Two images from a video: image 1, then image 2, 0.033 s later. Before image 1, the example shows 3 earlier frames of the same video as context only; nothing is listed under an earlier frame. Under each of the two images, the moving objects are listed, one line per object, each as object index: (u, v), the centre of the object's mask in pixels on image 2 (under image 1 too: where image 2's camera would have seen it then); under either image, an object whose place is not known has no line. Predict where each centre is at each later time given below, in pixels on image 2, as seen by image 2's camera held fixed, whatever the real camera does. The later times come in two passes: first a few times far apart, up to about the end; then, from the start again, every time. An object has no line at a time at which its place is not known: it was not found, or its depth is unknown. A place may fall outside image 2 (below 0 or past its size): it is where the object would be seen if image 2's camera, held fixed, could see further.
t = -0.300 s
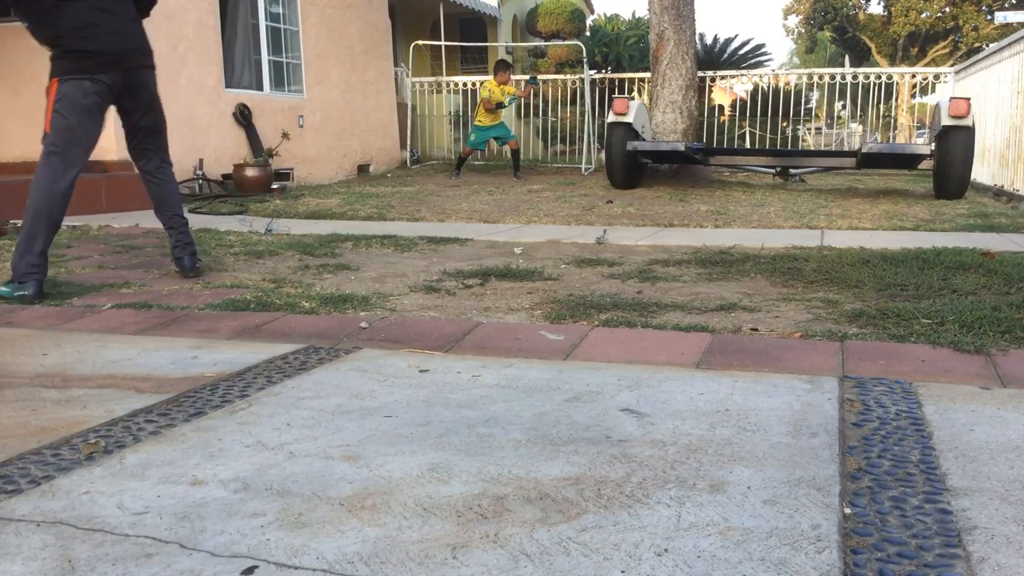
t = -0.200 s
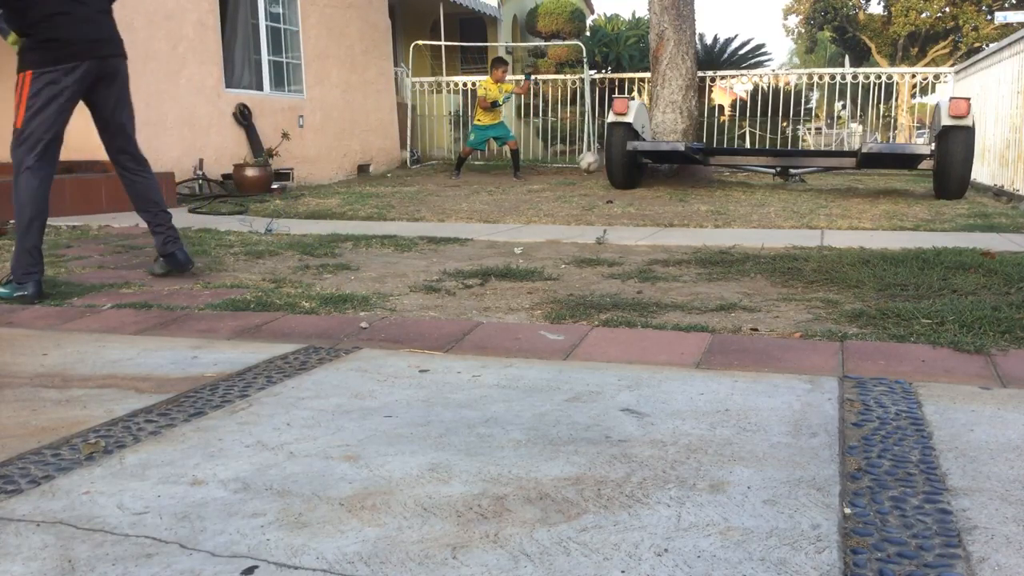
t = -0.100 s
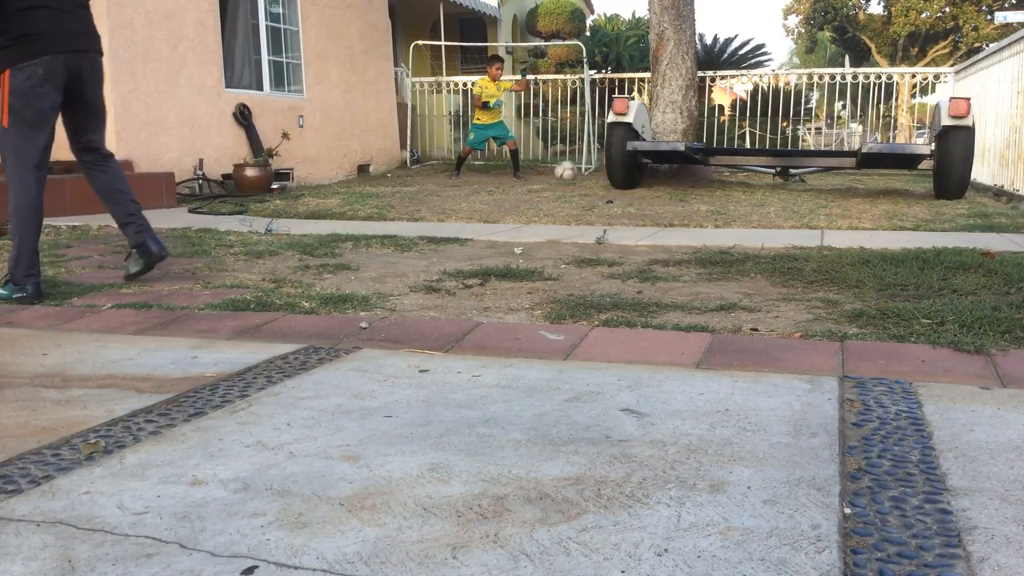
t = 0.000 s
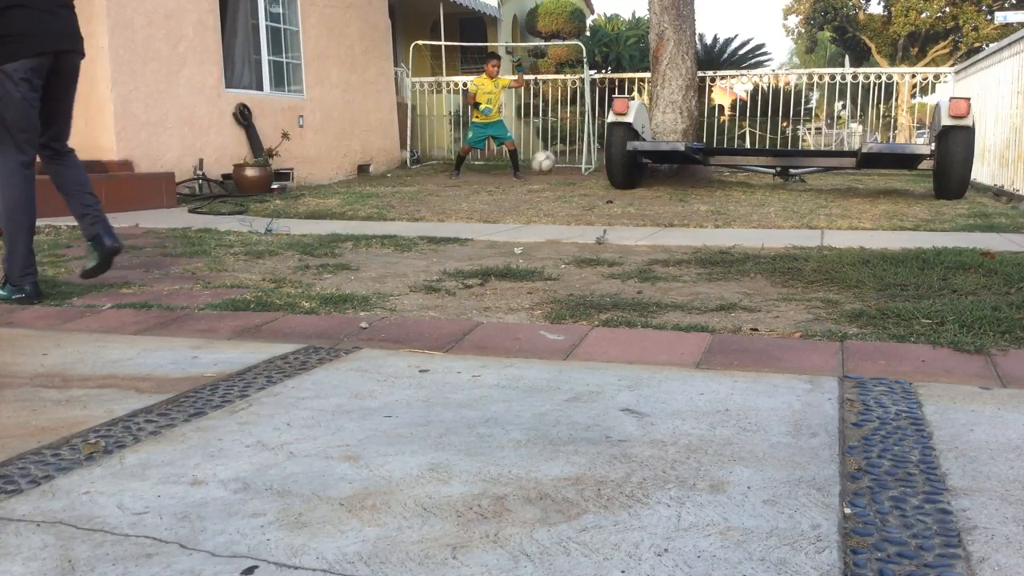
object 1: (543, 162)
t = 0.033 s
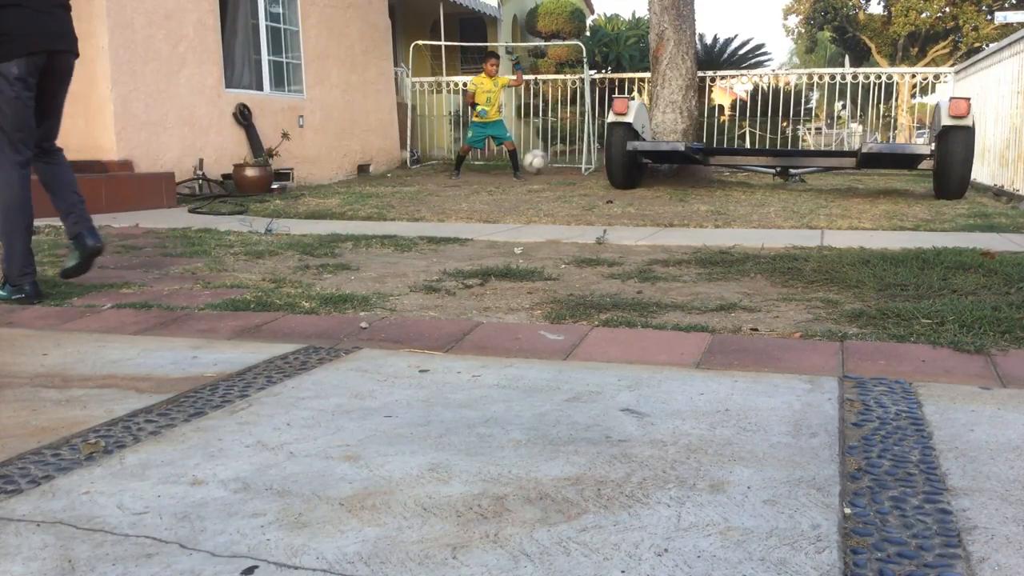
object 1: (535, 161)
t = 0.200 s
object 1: (492, 178)
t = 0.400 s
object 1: (434, 173)
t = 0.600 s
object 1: (361, 207)
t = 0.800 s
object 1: (282, 192)
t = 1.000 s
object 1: (229, 173)
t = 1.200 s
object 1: (165, 235)
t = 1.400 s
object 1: (58, 237)
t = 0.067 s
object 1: (526, 161)
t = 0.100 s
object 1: (518, 164)
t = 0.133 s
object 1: (510, 166)
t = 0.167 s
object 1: (501, 171)
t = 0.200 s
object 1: (492, 178)
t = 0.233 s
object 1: (483, 176)
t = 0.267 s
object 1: (473, 171)
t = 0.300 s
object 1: (464, 169)
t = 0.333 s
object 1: (454, 169)
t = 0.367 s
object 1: (444, 170)
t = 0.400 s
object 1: (434, 173)
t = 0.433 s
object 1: (422, 176)
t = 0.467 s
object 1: (412, 183)
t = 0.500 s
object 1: (399, 191)
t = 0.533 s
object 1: (387, 202)
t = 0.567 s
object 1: (375, 205)
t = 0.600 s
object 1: (361, 207)
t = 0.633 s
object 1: (347, 207)
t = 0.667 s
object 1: (333, 209)
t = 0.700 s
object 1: (316, 211)
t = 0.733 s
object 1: (300, 208)
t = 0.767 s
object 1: (289, 200)
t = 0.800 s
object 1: (282, 192)
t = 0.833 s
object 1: (274, 184)
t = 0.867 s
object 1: (265, 178)
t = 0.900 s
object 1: (257, 173)
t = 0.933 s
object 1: (249, 172)
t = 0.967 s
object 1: (239, 170)
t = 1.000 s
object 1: (229, 173)
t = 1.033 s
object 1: (219, 178)
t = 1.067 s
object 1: (210, 186)
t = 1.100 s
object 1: (200, 197)
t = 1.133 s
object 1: (189, 210)
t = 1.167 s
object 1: (178, 228)
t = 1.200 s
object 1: (165, 235)
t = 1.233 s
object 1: (147, 229)
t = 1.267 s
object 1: (131, 225)
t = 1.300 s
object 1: (115, 224)
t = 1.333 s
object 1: (97, 225)
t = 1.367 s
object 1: (78, 229)
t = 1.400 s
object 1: (58, 237)
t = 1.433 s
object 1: (37, 250)
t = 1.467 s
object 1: (23, 266)
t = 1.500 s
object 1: (15, 285)
